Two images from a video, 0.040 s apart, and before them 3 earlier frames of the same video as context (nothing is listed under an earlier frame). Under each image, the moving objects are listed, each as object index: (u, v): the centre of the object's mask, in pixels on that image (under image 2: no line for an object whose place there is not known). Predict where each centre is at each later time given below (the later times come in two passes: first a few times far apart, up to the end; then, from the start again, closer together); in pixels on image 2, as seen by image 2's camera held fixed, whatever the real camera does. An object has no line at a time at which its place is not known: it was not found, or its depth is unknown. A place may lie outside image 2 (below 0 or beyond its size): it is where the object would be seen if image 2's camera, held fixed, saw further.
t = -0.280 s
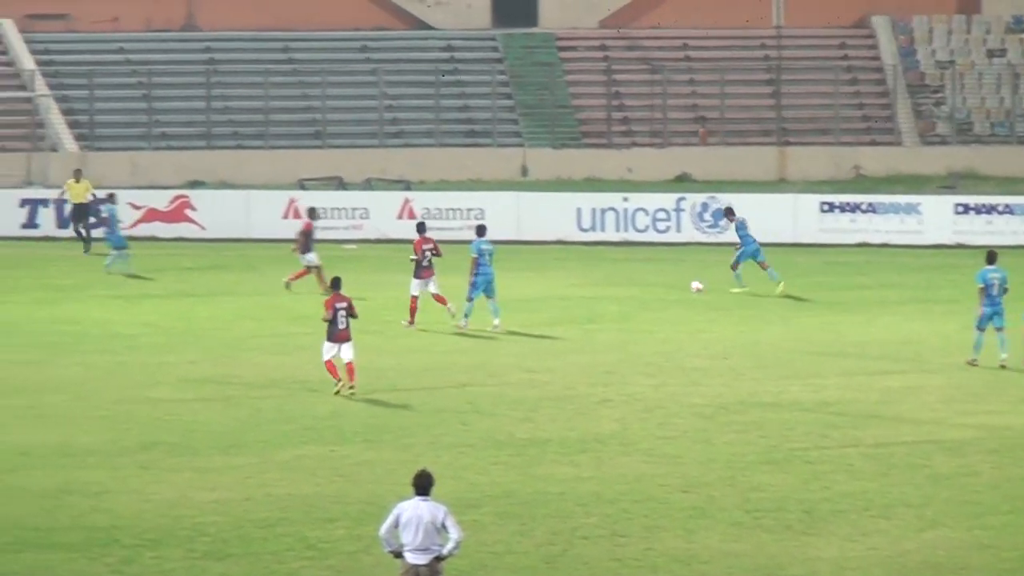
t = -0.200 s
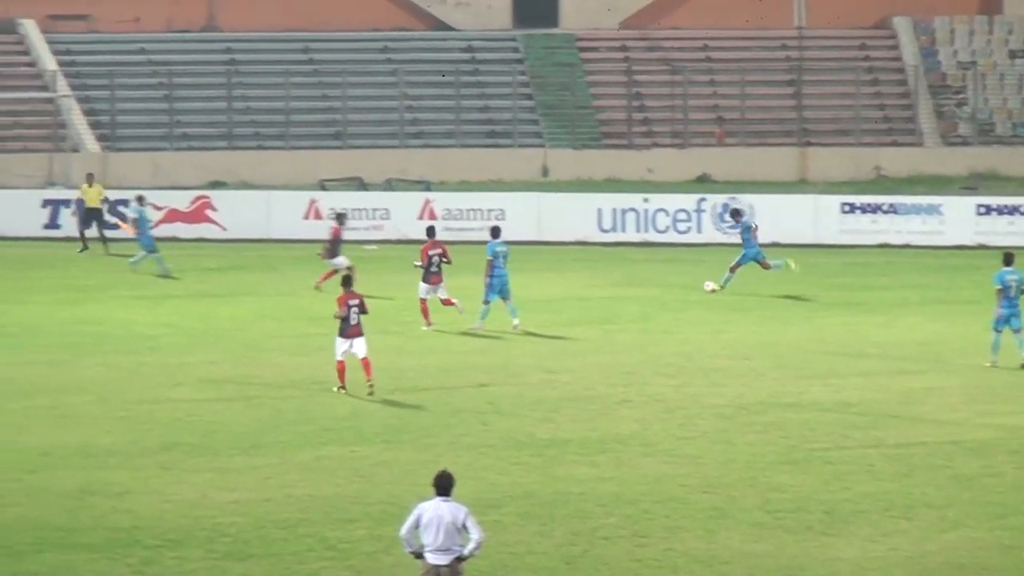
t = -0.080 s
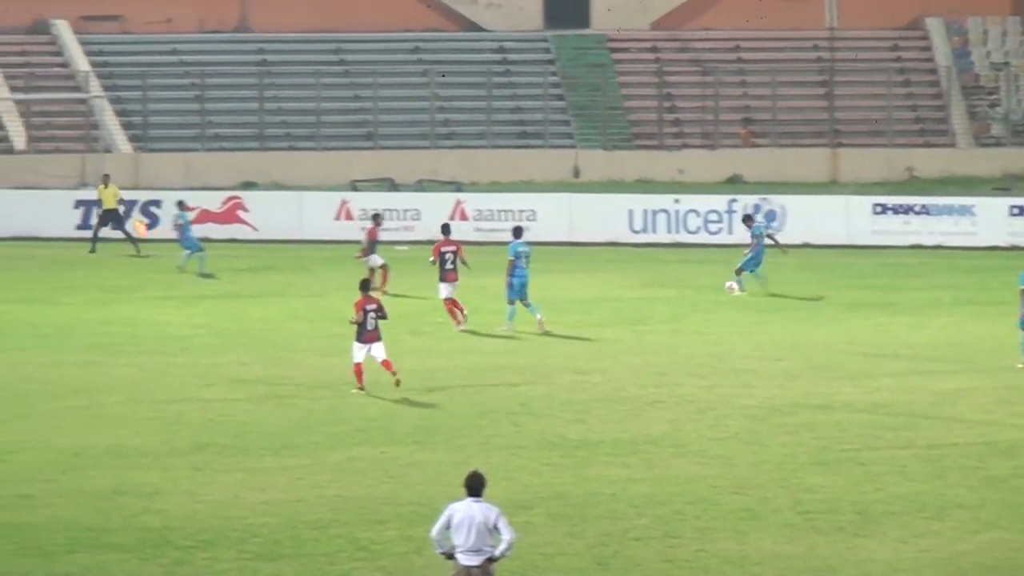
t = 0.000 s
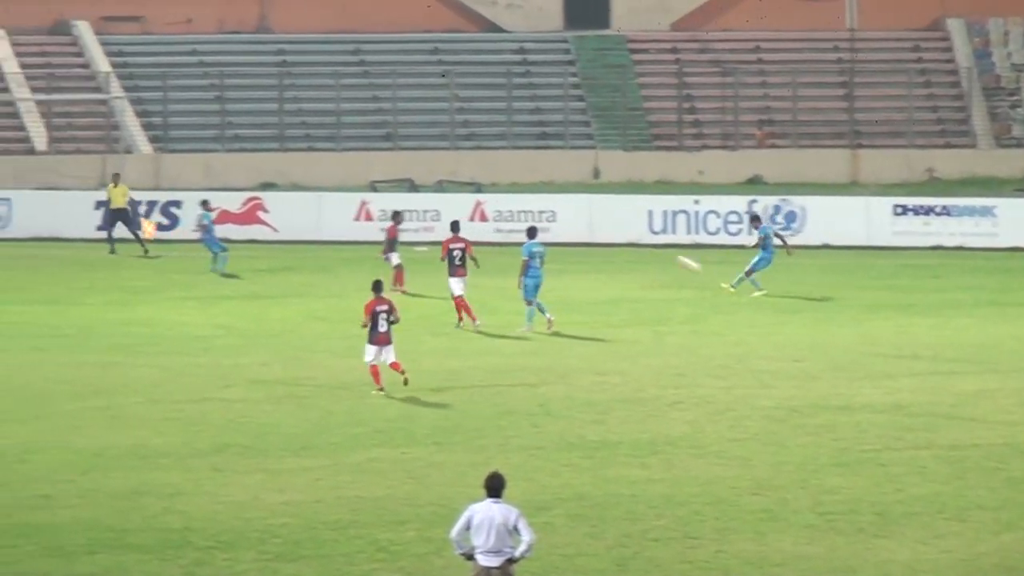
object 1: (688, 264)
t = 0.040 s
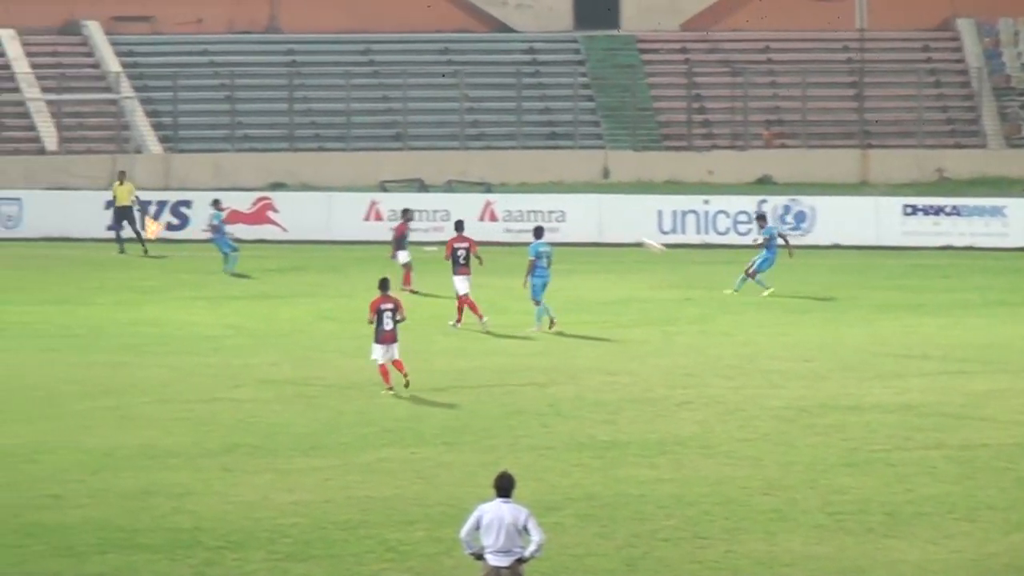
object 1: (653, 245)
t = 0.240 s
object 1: (434, 164)
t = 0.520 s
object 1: (147, 77)
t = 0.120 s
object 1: (563, 210)
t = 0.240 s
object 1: (434, 164)
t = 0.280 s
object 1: (392, 150)
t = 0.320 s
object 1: (351, 136)
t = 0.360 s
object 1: (309, 123)
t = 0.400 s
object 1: (269, 111)
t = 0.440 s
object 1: (228, 99)
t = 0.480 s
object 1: (188, 88)
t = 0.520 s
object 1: (147, 77)
